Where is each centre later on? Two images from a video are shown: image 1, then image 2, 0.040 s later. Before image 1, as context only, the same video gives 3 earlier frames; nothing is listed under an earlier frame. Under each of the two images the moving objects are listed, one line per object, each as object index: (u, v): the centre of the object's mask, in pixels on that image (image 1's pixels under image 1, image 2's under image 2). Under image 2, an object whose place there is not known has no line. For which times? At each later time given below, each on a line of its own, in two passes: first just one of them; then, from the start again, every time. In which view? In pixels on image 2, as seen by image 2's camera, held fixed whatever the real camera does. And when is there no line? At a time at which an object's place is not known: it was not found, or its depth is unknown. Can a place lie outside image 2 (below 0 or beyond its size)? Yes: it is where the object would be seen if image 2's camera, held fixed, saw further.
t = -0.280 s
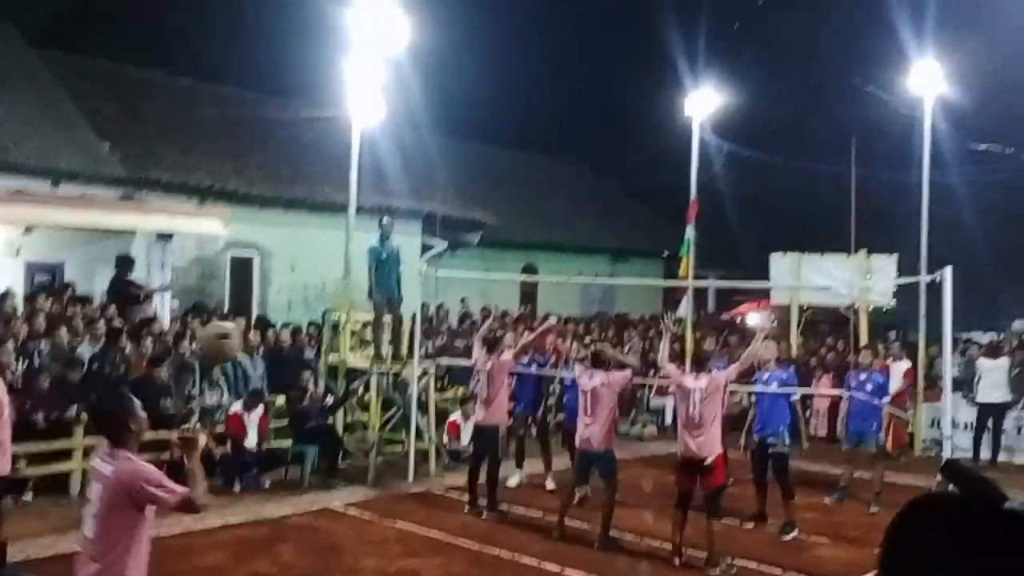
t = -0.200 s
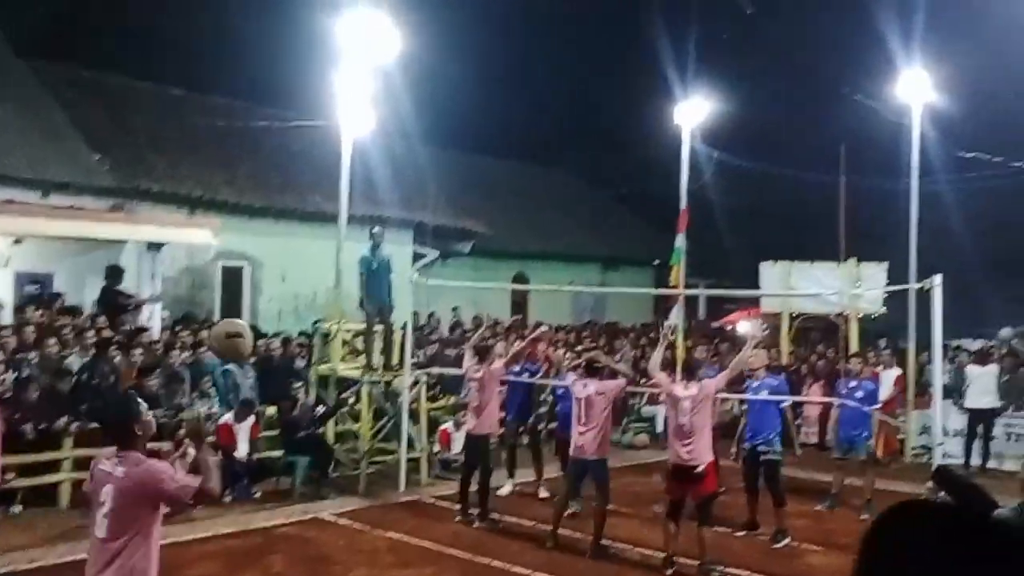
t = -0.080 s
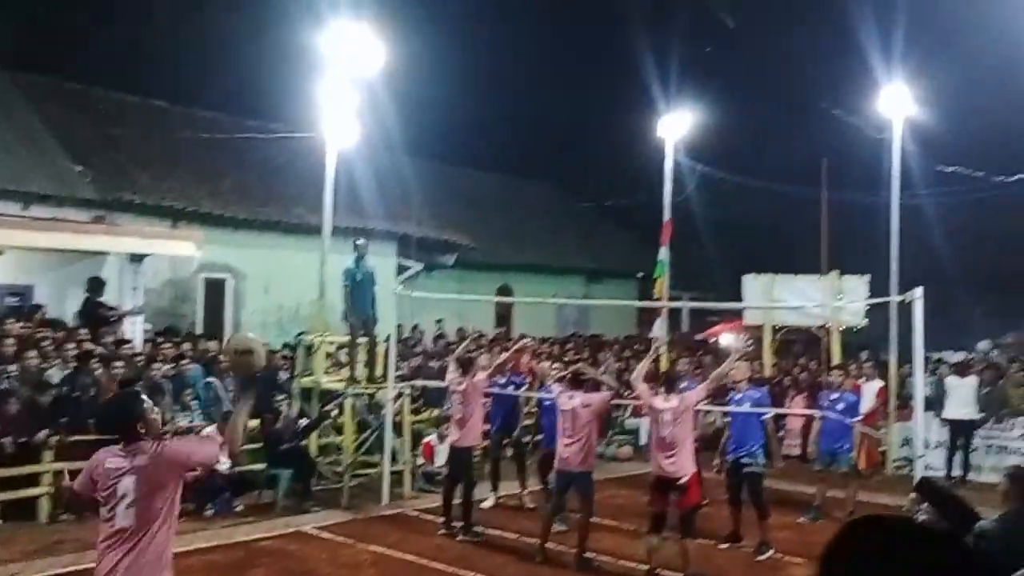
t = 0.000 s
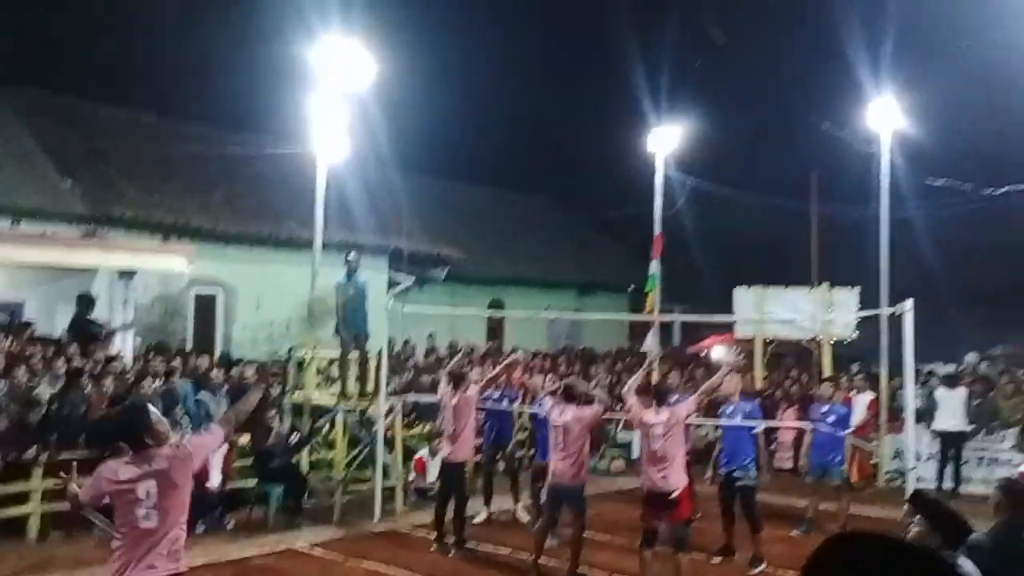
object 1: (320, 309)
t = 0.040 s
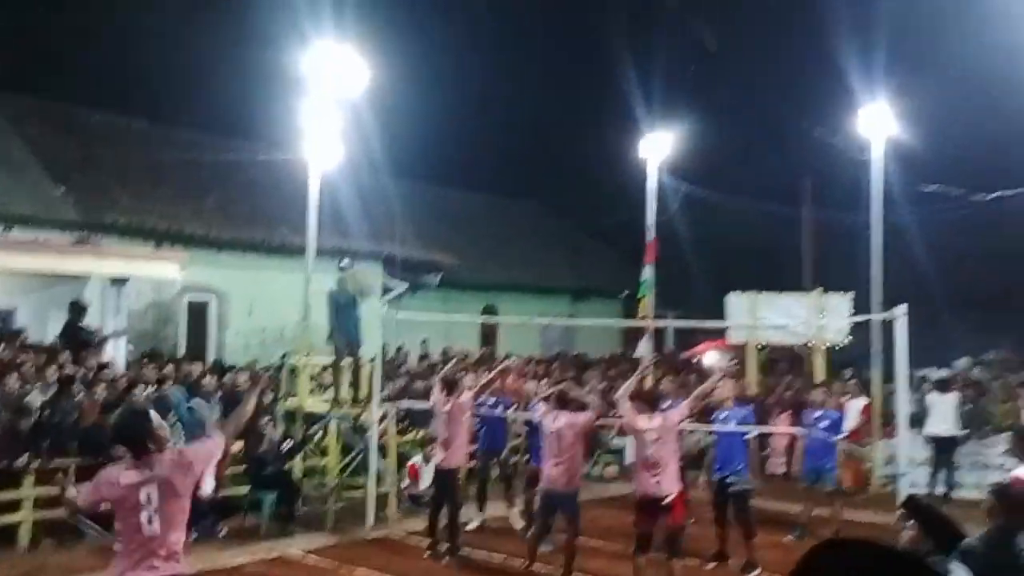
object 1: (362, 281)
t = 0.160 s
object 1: (464, 233)
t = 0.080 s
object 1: (401, 259)
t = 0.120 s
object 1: (434, 244)
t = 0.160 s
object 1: (464, 233)
